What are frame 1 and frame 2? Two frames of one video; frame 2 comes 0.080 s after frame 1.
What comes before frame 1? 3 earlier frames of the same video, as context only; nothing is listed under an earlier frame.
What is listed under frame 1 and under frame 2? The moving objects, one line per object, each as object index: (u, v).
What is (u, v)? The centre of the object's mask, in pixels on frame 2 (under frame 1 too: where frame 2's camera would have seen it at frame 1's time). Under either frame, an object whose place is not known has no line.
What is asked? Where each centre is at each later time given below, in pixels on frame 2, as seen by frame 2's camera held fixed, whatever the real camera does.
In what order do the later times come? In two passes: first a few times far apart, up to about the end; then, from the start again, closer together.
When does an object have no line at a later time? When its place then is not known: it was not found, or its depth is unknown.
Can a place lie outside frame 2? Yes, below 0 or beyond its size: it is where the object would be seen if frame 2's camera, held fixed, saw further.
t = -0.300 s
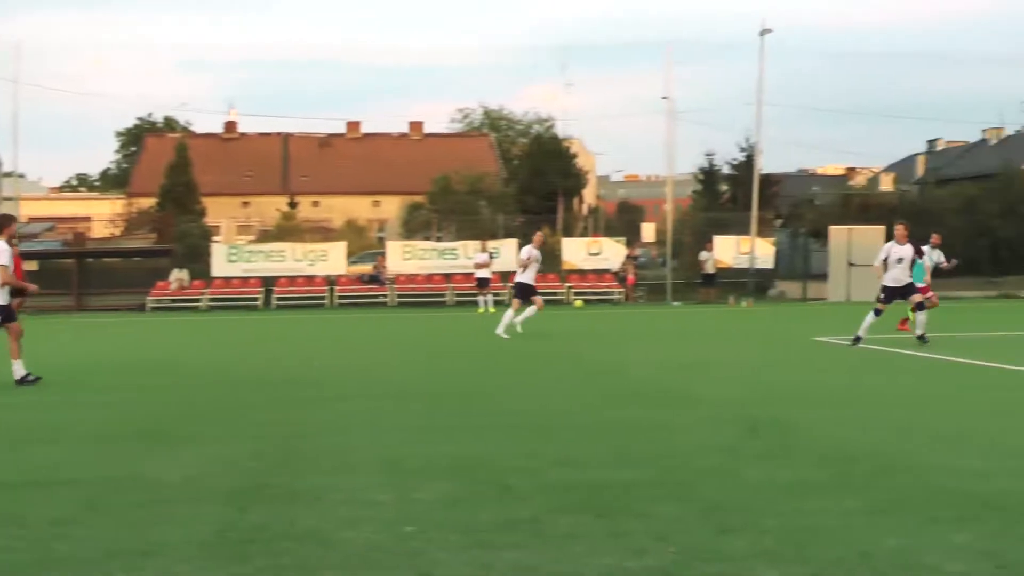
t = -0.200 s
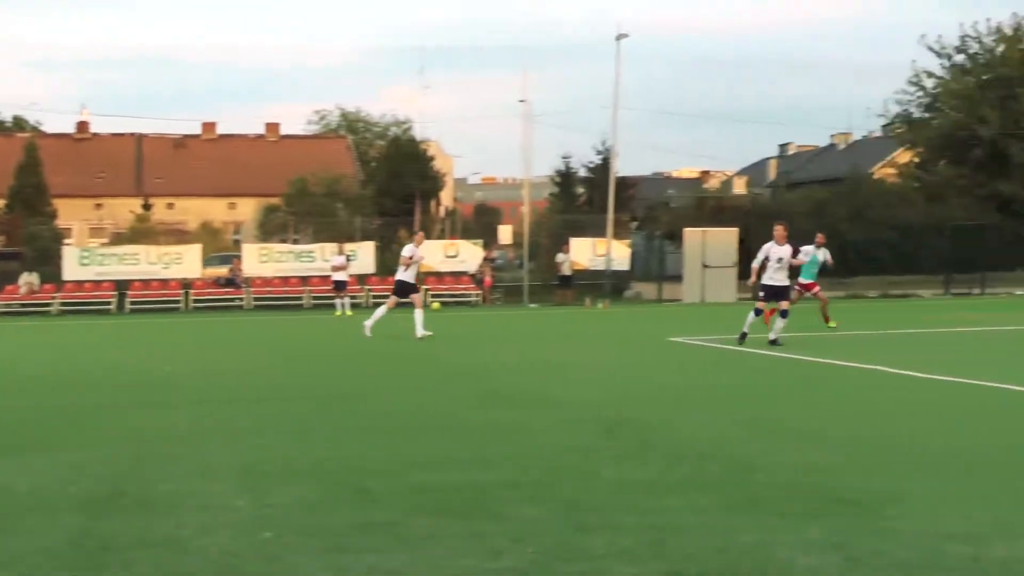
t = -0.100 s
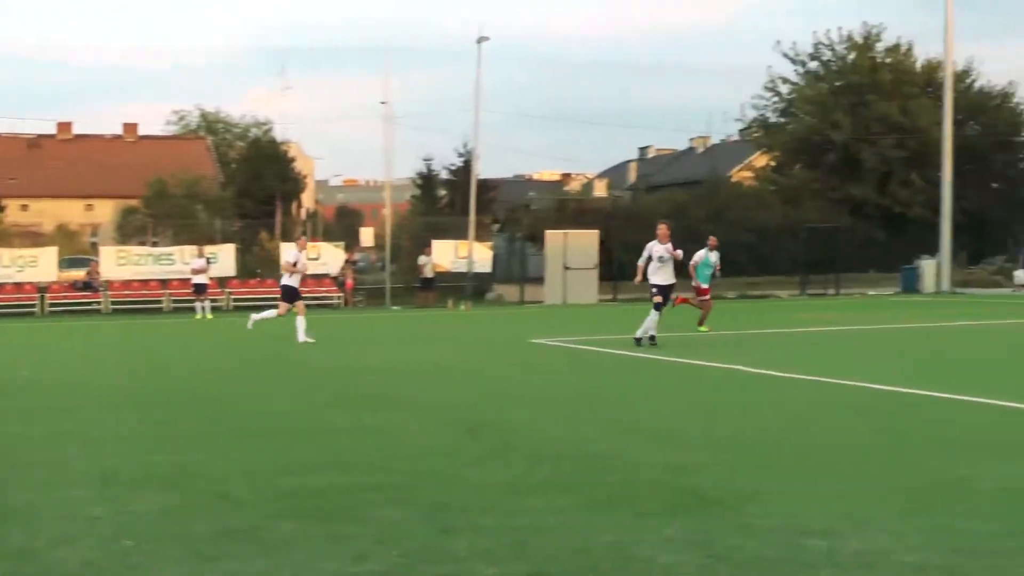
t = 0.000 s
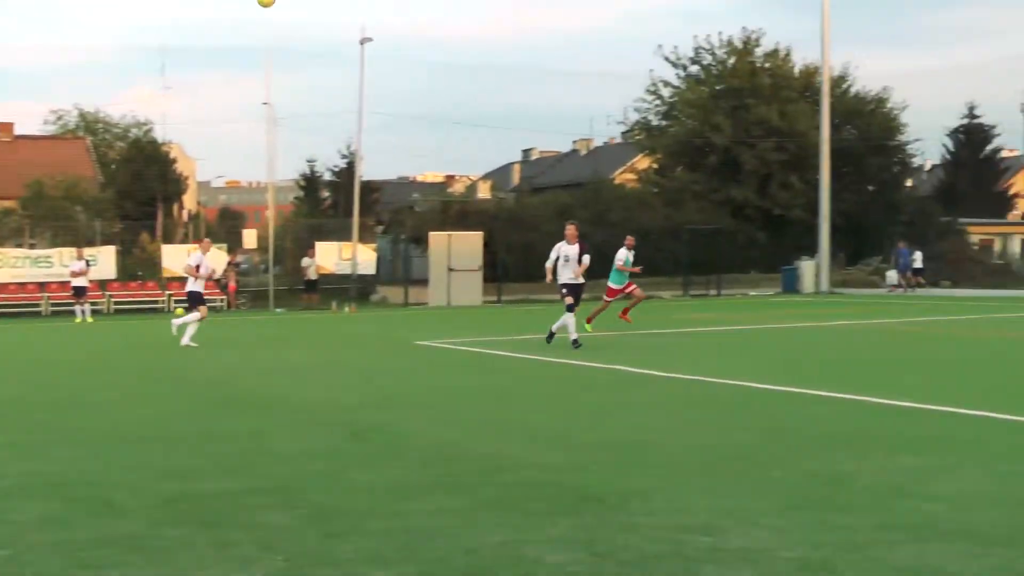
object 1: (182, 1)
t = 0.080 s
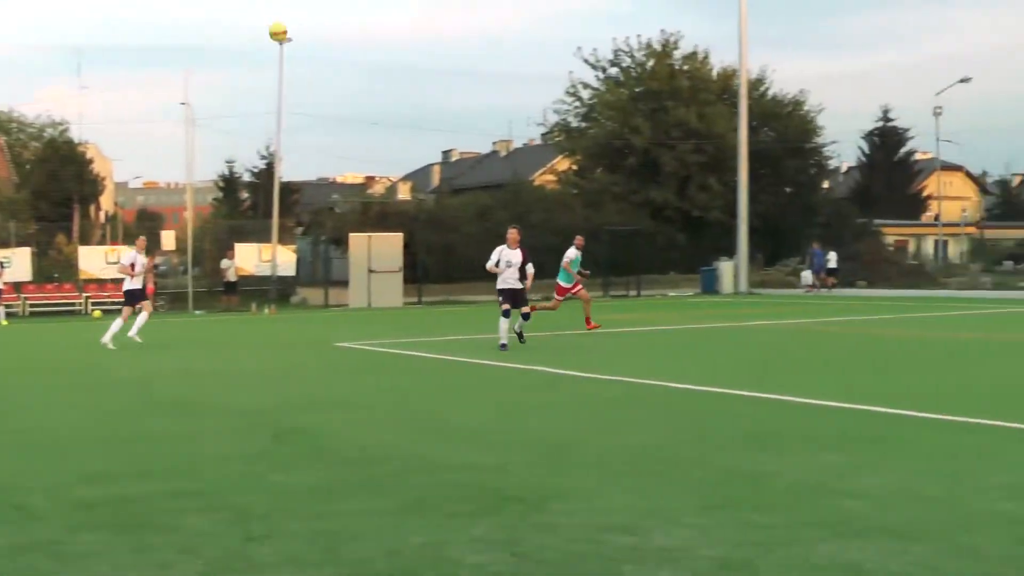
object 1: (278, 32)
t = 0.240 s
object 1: (447, 108)
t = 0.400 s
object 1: (593, 190)
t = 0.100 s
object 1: (300, 41)
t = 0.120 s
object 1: (323, 50)
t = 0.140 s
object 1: (344, 60)
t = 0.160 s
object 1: (366, 69)
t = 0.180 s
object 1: (387, 79)
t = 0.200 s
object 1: (408, 88)
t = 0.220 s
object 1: (428, 97)
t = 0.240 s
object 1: (447, 108)
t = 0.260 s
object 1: (467, 118)
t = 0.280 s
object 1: (487, 128)
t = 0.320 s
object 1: (524, 148)
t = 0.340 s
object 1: (543, 158)
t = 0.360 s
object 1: (560, 168)
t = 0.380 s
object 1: (576, 179)
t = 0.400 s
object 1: (593, 190)
